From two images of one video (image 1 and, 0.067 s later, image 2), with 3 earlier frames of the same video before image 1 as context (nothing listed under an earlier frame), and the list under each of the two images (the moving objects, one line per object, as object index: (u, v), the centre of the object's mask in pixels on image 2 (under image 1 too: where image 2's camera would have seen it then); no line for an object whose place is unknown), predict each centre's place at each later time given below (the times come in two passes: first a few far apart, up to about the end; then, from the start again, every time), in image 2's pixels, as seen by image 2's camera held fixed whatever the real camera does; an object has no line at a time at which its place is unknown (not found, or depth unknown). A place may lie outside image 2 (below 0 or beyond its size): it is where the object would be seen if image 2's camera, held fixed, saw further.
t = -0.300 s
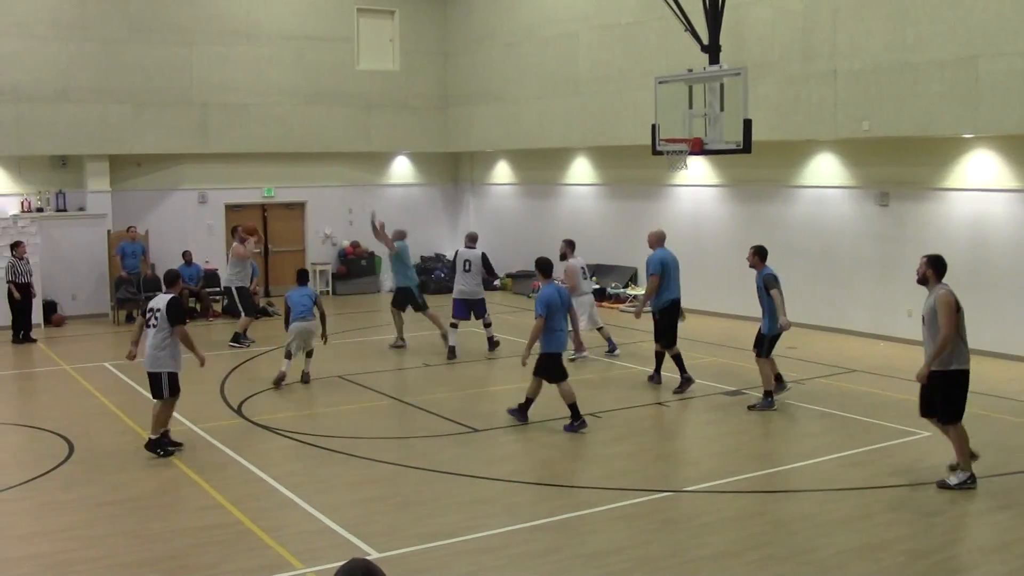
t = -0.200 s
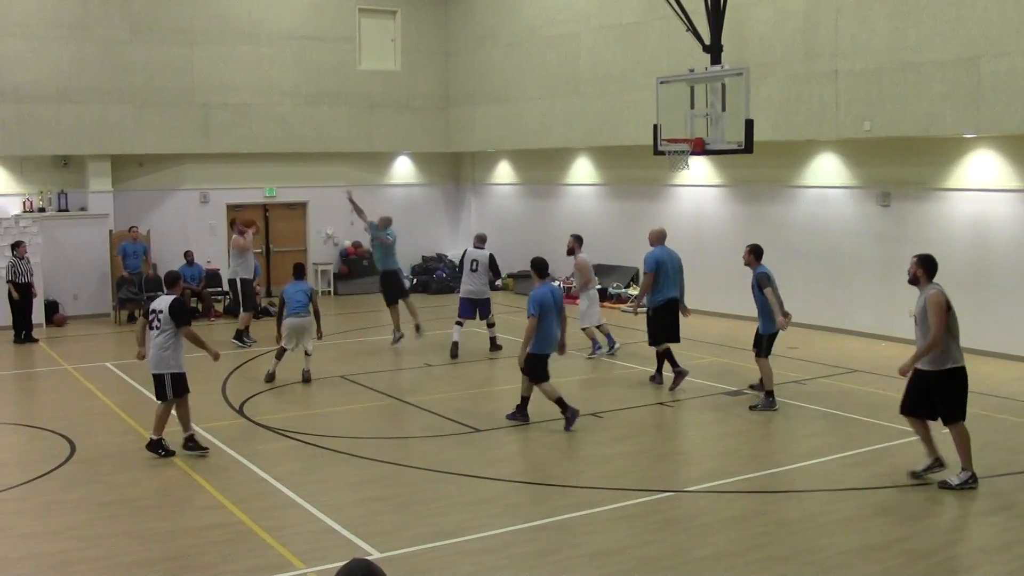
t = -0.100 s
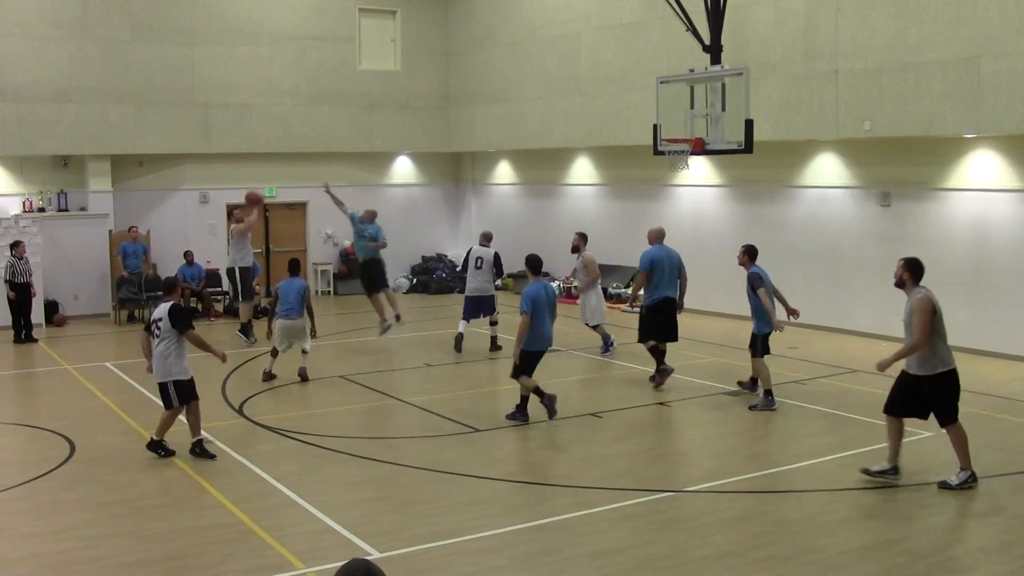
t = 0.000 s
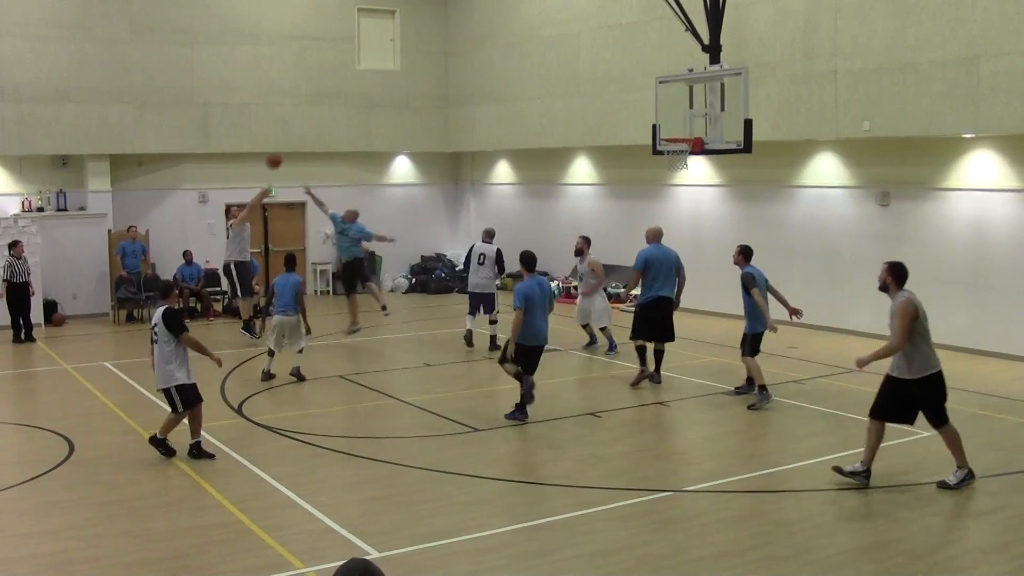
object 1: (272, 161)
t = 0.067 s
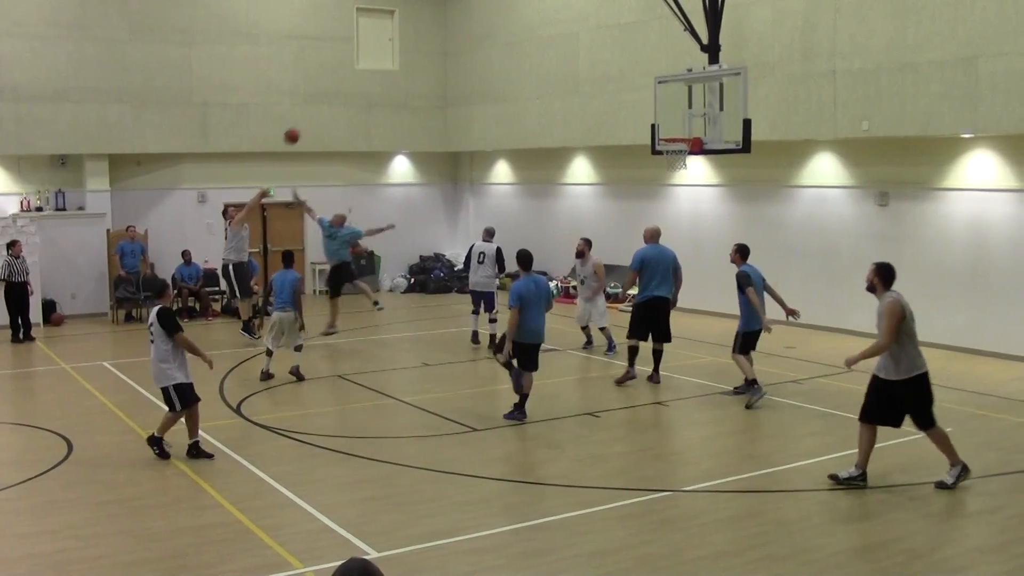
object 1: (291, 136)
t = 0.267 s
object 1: (351, 79)
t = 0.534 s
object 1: (433, 40)
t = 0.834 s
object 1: (532, 53)
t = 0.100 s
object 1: (301, 125)
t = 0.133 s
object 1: (311, 114)
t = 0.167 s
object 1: (321, 104)
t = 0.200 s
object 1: (330, 95)
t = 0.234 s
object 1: (340, 87)
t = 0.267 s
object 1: (351, 79)
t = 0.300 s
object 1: (361, 72)
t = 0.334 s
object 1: (371, 65)
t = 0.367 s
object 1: (381, 59)
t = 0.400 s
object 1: (391, 54)
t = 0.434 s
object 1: (401, 50)
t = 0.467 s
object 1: (412, 46)
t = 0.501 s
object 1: (423, 43)
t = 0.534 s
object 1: (433, 40)
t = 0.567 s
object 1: (443, 39)
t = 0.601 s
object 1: (454, 38)
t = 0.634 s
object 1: (464, 38)
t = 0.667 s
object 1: (475, 38)
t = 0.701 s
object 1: (487, 39)
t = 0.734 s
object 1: (498, 42)
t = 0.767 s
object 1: (509, 44)
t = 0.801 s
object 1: (520, 48)
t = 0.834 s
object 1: (532, 53)
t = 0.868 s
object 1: (543, 58)
